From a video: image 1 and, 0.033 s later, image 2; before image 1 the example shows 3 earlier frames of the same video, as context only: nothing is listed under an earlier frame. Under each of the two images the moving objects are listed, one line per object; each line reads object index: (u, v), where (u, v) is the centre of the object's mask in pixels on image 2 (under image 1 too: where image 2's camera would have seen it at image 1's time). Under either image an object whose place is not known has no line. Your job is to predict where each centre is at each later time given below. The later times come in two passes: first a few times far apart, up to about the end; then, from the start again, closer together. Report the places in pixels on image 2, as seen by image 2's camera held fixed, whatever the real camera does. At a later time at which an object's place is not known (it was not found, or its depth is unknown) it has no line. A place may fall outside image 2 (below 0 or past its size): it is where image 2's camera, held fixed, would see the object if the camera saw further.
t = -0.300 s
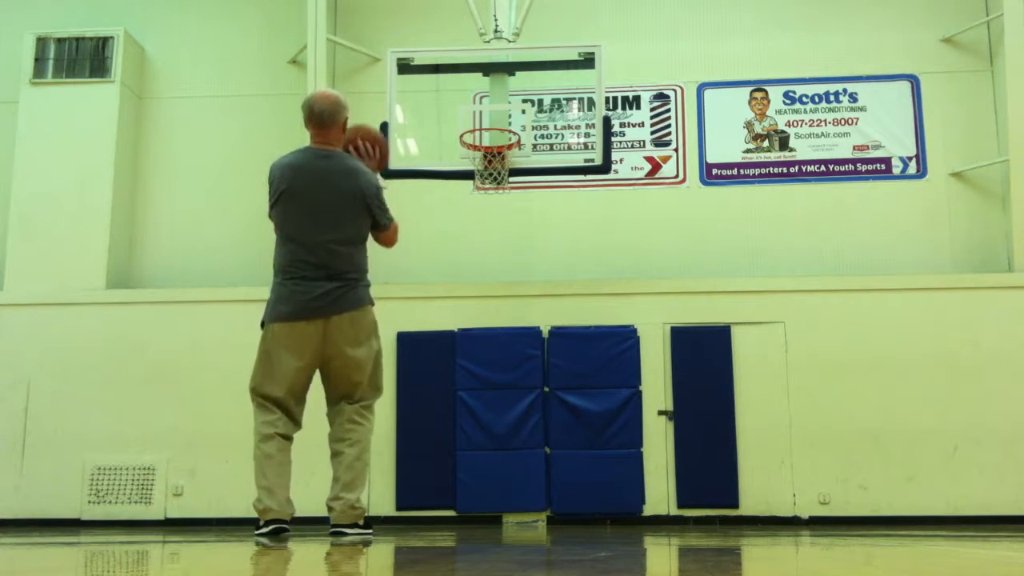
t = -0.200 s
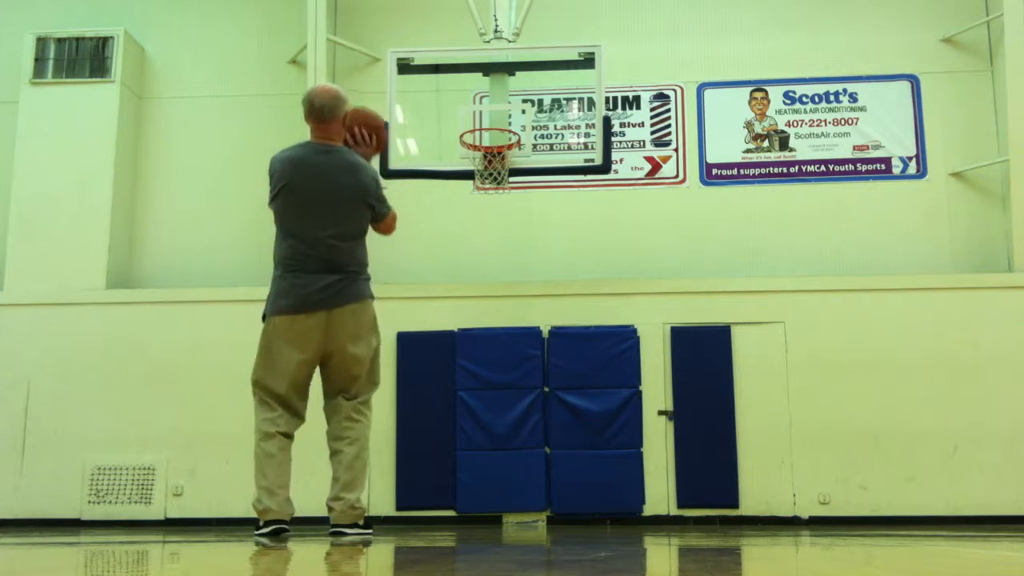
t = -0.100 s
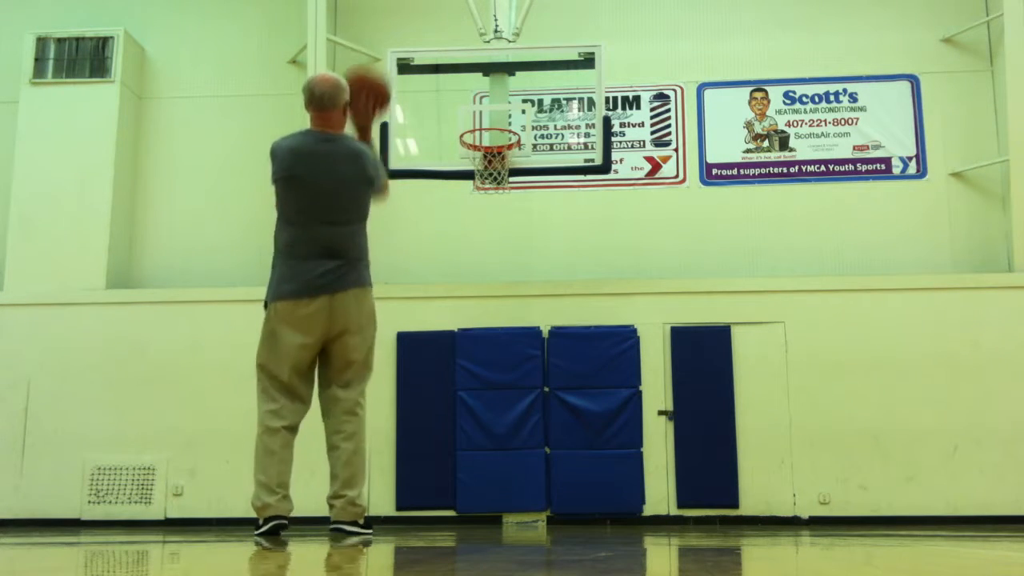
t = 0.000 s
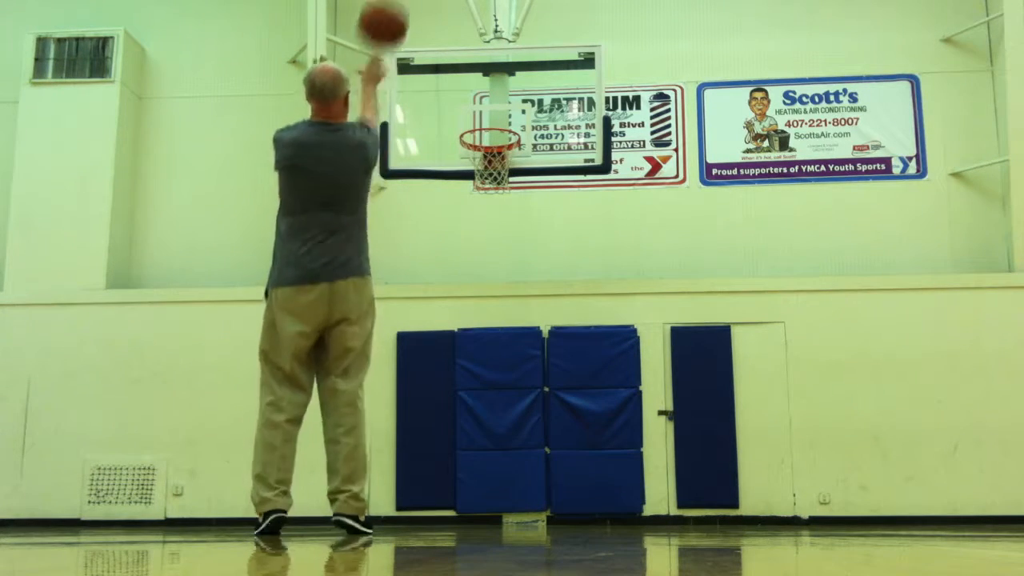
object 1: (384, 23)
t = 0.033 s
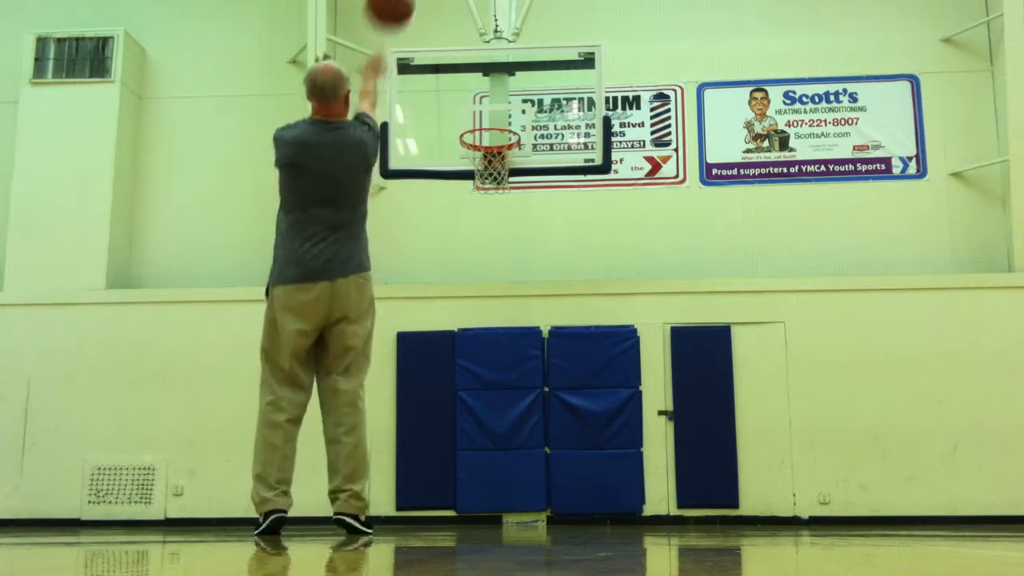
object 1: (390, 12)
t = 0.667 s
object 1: (472, 18)
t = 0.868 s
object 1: (487, 116)
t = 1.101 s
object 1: (492, 242)
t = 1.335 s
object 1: (494, 446)
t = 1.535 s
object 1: (493, 401)
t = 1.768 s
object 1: (492, 271)
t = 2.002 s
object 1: (491, 207)
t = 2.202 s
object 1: (489, 211)
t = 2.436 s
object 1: (487, 303)
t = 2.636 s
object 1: (485, 493)
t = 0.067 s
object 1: (397, 5)
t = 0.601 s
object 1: (466, 4)
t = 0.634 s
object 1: (469, 10)
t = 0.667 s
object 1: (472, 18)
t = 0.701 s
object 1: (474, 31)
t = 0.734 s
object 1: (476, 47)
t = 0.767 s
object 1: (480, 64)
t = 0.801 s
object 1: (483, 82)
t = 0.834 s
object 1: (485, 98)
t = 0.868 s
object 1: (487, 116)
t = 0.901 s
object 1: (489, 140)
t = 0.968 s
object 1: (492, 168)
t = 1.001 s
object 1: (490, 189)
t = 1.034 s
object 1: (491, 204)
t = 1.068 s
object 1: (492, 221)
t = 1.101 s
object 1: (492, 242)
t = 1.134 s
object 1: (492, 266)
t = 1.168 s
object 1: (492, 289)
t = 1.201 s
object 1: (492, 318)
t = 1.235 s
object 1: (493, 350)
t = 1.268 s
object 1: (493, 378)
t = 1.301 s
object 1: (493, 410)
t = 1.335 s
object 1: (494, 446)
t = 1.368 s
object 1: (494, 488)
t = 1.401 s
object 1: (494, 500)
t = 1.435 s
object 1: (493, 475)
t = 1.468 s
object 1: (493, 450)
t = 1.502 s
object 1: (493, 425)
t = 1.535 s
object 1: (493, 401)
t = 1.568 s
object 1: (493, 379)
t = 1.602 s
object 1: (493, 357)
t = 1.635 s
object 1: (493, 339)
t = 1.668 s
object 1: (493, 318)
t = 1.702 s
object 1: (492, 301)
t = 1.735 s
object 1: (492, 285)
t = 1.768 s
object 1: (492, 271)
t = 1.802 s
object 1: (492, 258)
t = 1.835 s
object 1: (491, 246)
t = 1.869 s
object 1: (491, 234)
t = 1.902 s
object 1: (491, 224)
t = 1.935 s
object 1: (491, 217)
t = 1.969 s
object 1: (491, 211)
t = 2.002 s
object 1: (491, 207)
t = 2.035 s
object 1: (490, 202)
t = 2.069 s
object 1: (490, 201)
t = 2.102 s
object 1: (490, 200)
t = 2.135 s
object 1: (490, 201)
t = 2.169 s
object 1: (489, 205)
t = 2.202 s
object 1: (489, 211)
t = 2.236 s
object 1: (488, 217)
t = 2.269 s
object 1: (488, 225)
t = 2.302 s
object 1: (488, 236)
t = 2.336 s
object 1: (488, 249)
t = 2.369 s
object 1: (488, 265)
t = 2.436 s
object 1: (487, 303)
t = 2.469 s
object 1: (487, 330)
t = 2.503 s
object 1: (486, 356)
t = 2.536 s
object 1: (487, 382)
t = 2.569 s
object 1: (486, 416)
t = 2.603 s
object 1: (485, 453)
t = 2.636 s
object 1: (485, 493)
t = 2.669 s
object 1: (484, 492)
